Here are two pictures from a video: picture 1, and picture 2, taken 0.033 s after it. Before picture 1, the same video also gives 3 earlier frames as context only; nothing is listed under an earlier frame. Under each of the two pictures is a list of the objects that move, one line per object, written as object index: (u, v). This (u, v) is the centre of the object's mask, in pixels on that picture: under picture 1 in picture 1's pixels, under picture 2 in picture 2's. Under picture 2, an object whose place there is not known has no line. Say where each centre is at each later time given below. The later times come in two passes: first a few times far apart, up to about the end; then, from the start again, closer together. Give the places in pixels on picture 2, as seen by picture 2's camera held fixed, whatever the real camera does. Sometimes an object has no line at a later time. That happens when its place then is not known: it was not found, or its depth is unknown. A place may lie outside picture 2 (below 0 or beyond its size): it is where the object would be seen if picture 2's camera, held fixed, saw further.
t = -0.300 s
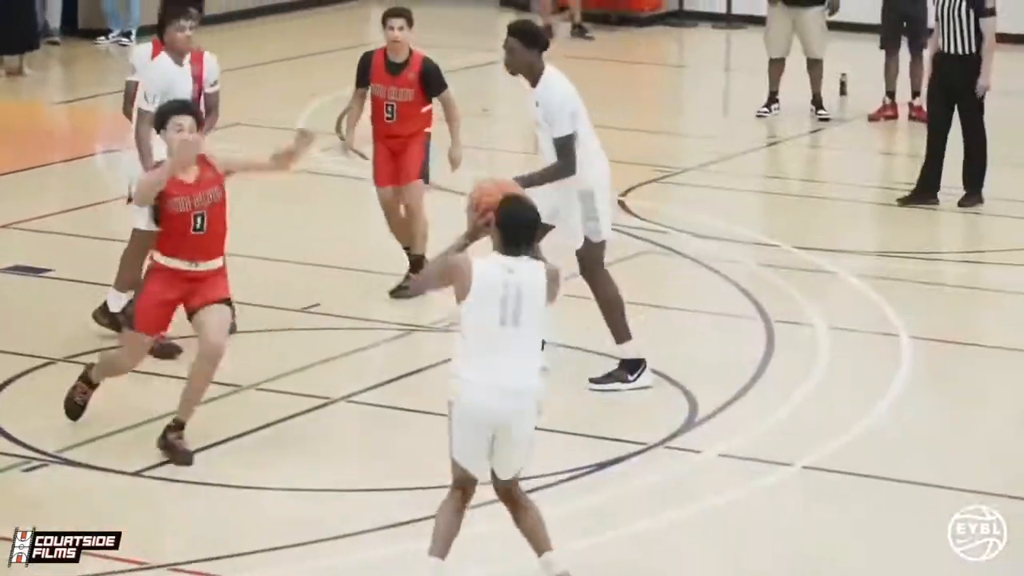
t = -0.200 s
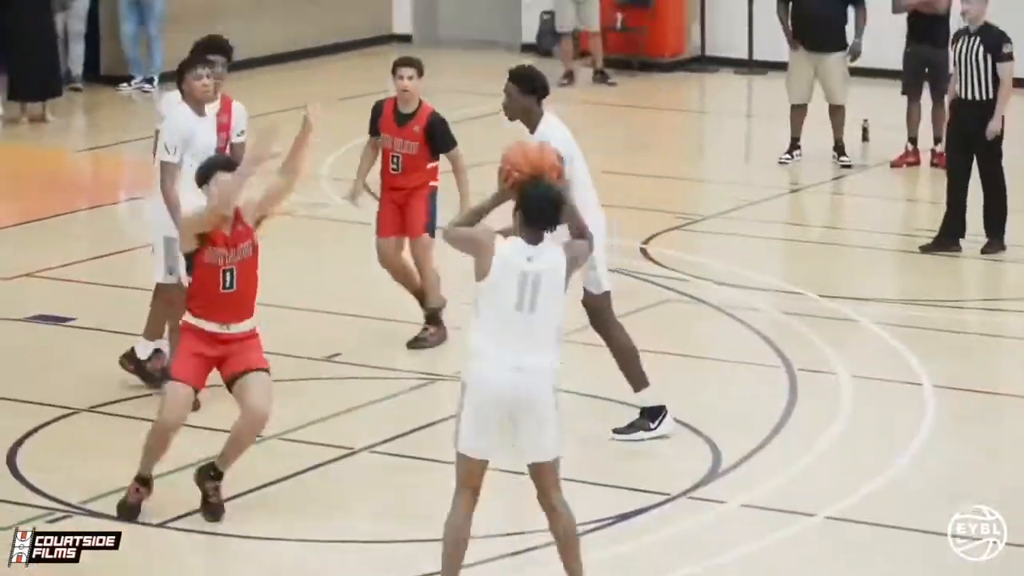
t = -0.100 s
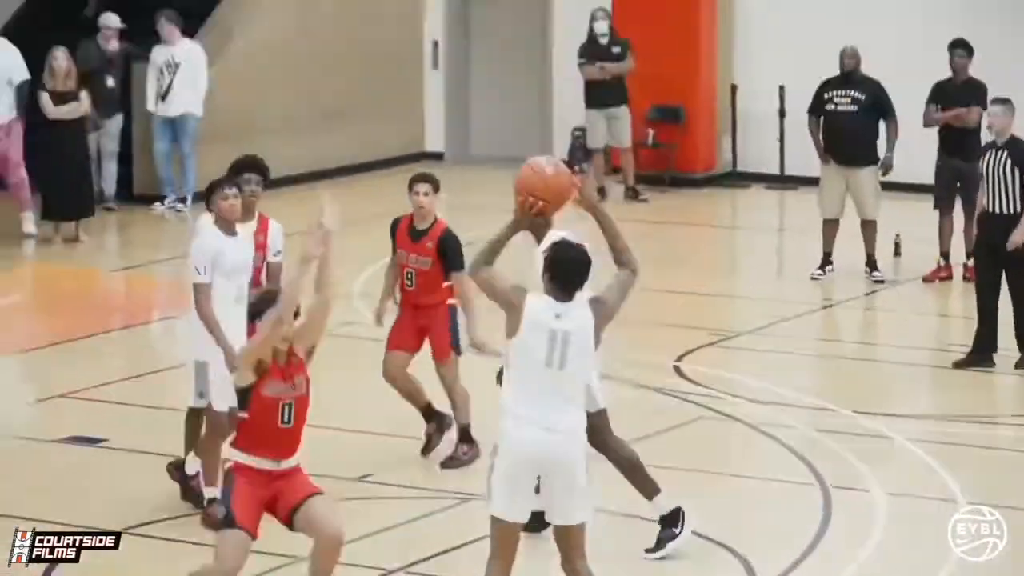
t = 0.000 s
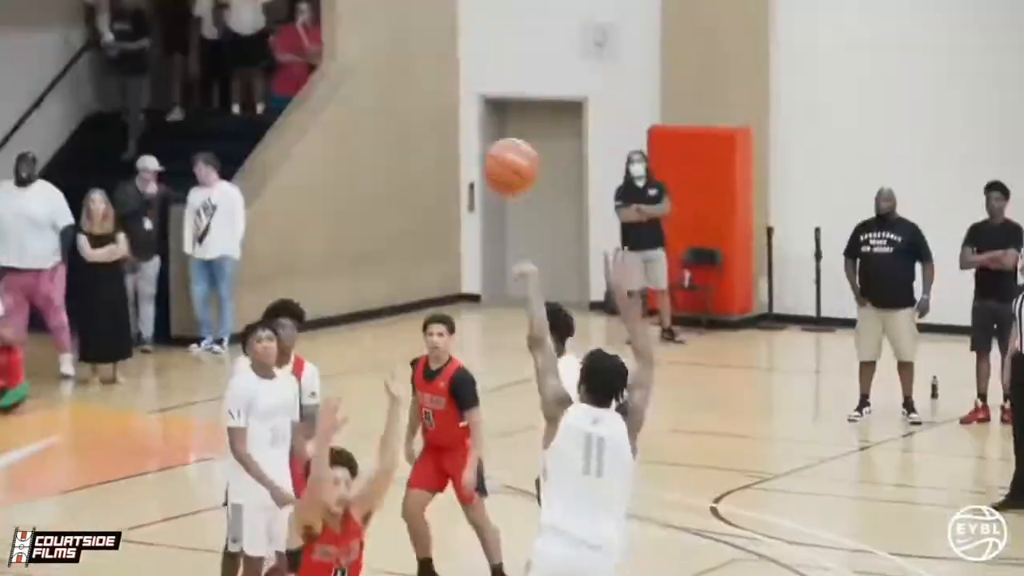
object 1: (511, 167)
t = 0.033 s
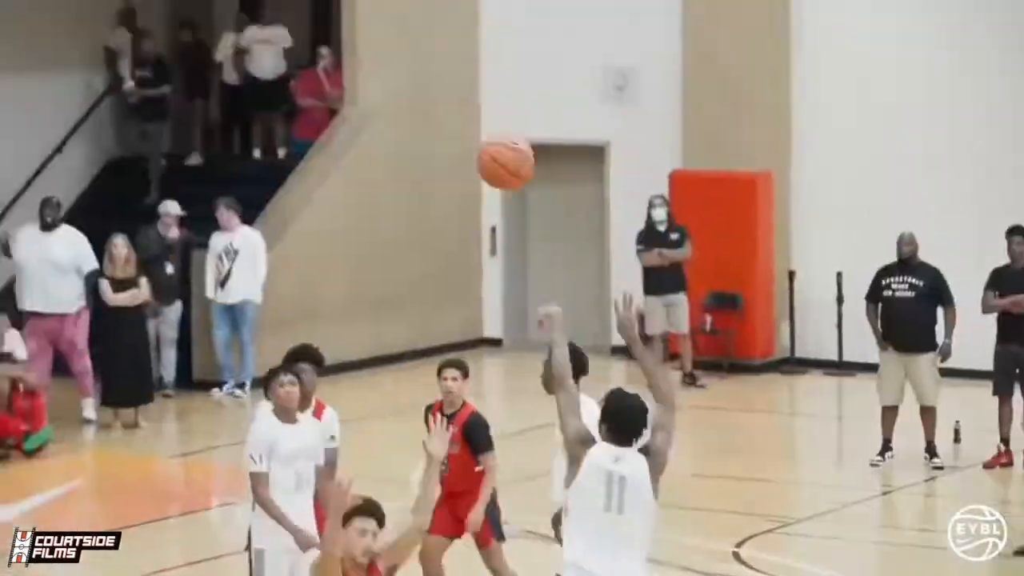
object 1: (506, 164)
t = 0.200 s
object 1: (380, -43)
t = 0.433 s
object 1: (221, -196)
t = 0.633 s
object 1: (97, -229)
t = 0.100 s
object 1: (452, 70)
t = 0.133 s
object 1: (428, 30)
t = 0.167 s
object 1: (403, -8)
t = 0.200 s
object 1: (380, -43)
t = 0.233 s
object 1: (354, -73)
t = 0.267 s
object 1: (332, -99)
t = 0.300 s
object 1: (310, -124)
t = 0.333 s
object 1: (288, -145)
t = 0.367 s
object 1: (266, -167)
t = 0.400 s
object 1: (243, -183)
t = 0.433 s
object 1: (221, -196)
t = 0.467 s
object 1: (198, -208)
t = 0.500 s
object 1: (178, -217)
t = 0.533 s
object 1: (156, -223)
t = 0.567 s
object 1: (135, -227)
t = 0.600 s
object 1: (116, -229)
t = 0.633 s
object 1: (97, -229)
